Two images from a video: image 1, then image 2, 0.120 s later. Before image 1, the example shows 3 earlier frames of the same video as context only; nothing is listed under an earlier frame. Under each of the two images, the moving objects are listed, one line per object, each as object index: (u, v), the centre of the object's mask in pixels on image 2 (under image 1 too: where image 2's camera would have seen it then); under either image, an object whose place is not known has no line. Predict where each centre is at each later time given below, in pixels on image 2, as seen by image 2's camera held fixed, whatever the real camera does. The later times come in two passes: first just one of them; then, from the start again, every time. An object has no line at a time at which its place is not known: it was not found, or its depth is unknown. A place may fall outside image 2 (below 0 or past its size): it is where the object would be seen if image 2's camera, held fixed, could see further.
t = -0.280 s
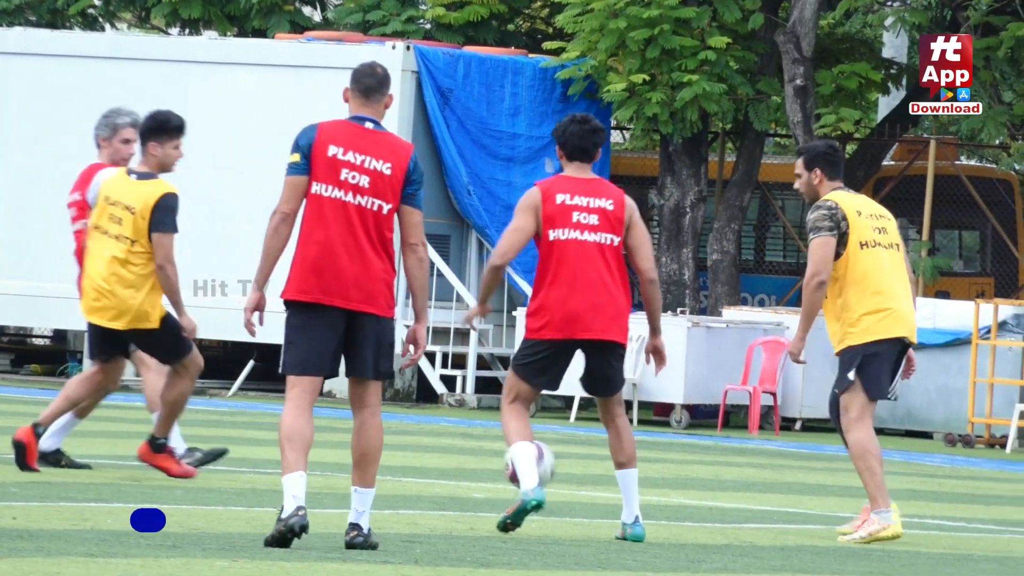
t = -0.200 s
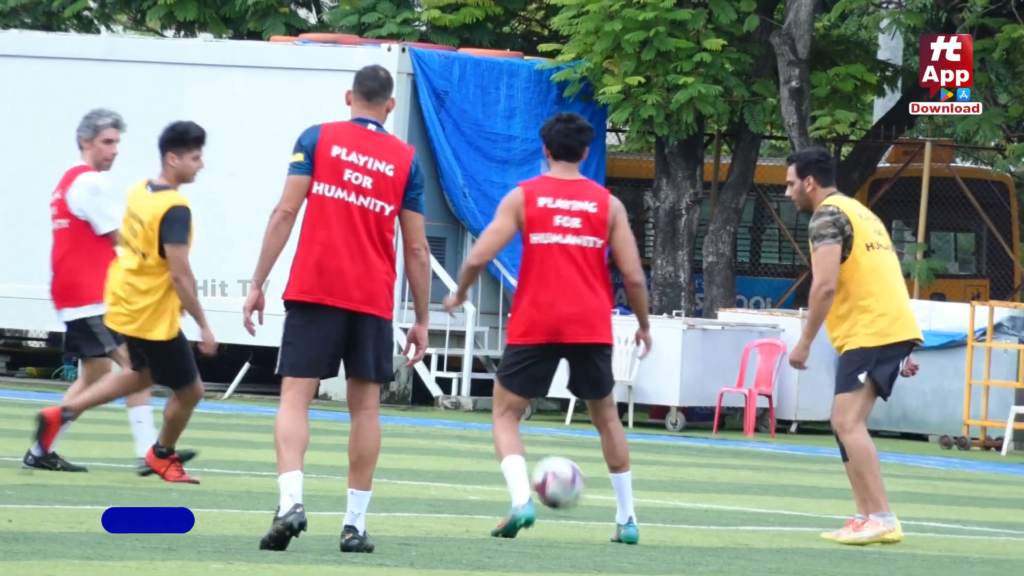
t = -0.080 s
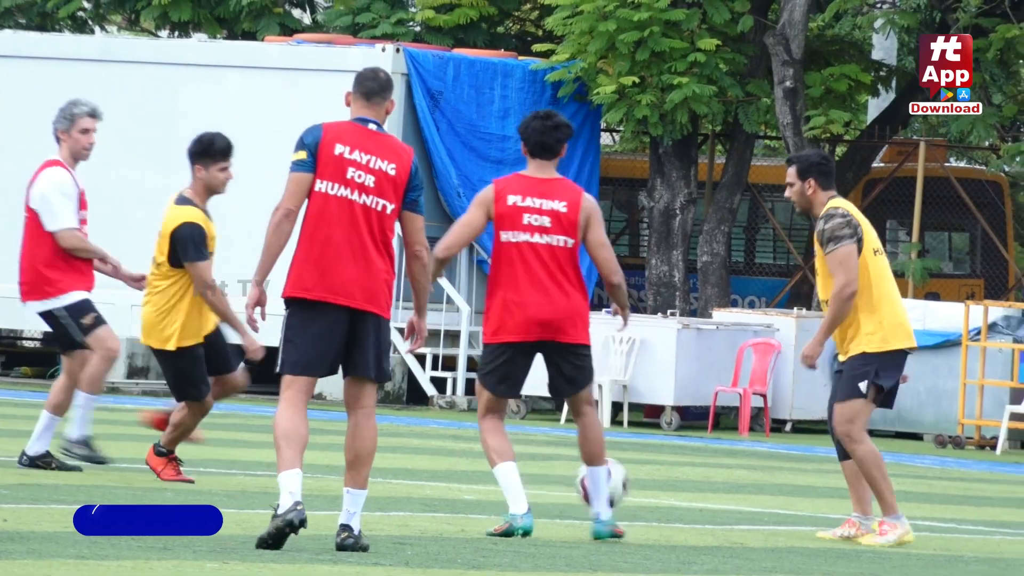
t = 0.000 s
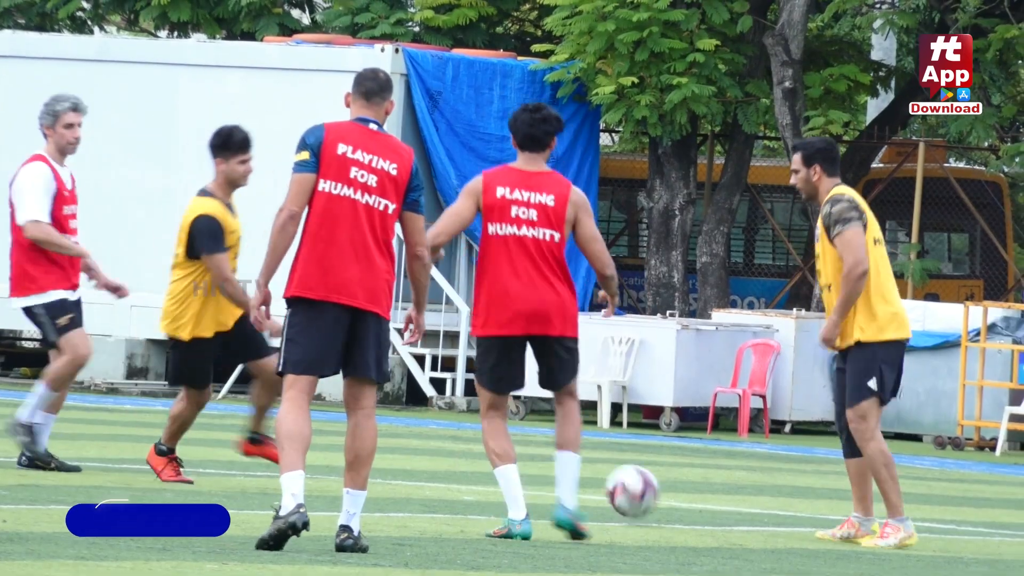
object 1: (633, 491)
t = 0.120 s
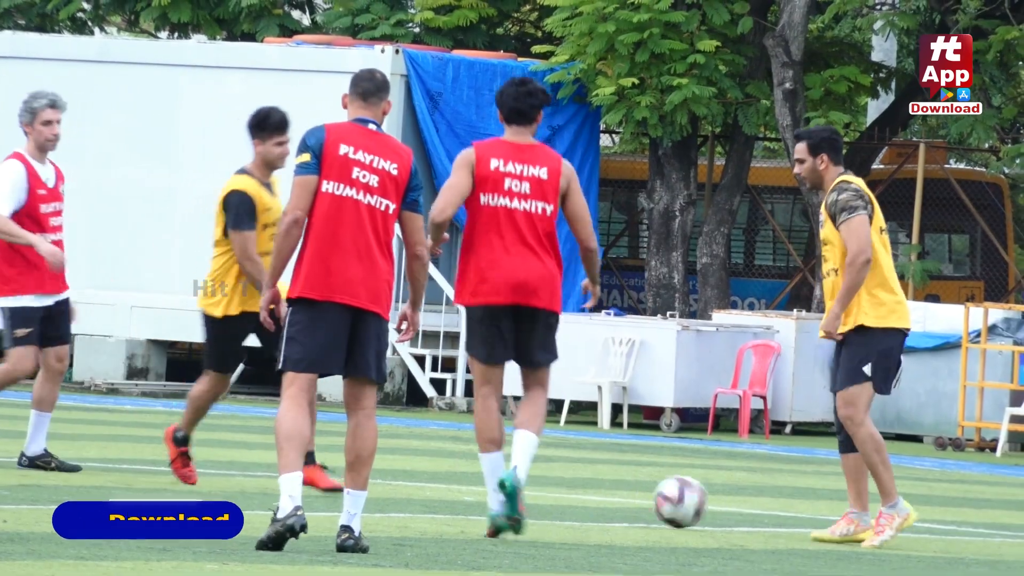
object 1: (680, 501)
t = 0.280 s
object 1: (744, 509)
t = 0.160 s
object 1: (695, 505)
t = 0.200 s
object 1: (711, 505)
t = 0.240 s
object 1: (727, 506)
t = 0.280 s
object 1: (744, 509)
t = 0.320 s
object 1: (760, 510)
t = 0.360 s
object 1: (775, 513)
